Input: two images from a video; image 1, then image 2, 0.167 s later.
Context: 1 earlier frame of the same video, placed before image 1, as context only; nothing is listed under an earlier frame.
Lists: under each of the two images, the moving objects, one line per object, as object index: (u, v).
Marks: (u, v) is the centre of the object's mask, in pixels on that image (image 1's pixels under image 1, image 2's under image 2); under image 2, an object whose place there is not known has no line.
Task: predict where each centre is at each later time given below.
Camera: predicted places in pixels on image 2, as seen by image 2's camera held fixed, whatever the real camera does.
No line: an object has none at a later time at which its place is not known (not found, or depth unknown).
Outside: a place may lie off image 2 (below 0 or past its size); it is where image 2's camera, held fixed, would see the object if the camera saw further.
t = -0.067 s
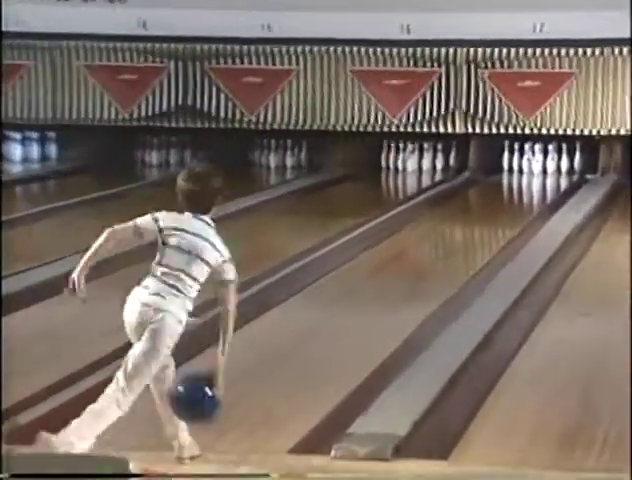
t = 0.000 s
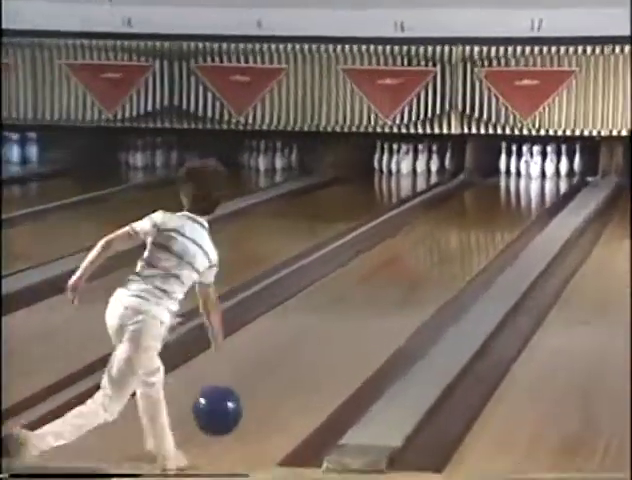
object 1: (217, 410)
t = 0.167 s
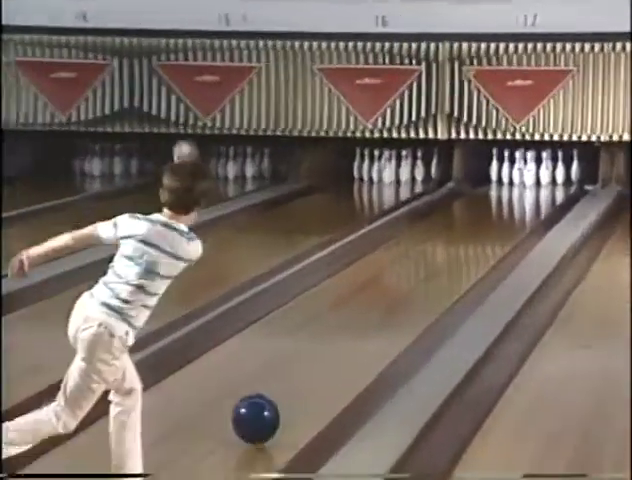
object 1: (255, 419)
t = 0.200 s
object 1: (268, 412)
